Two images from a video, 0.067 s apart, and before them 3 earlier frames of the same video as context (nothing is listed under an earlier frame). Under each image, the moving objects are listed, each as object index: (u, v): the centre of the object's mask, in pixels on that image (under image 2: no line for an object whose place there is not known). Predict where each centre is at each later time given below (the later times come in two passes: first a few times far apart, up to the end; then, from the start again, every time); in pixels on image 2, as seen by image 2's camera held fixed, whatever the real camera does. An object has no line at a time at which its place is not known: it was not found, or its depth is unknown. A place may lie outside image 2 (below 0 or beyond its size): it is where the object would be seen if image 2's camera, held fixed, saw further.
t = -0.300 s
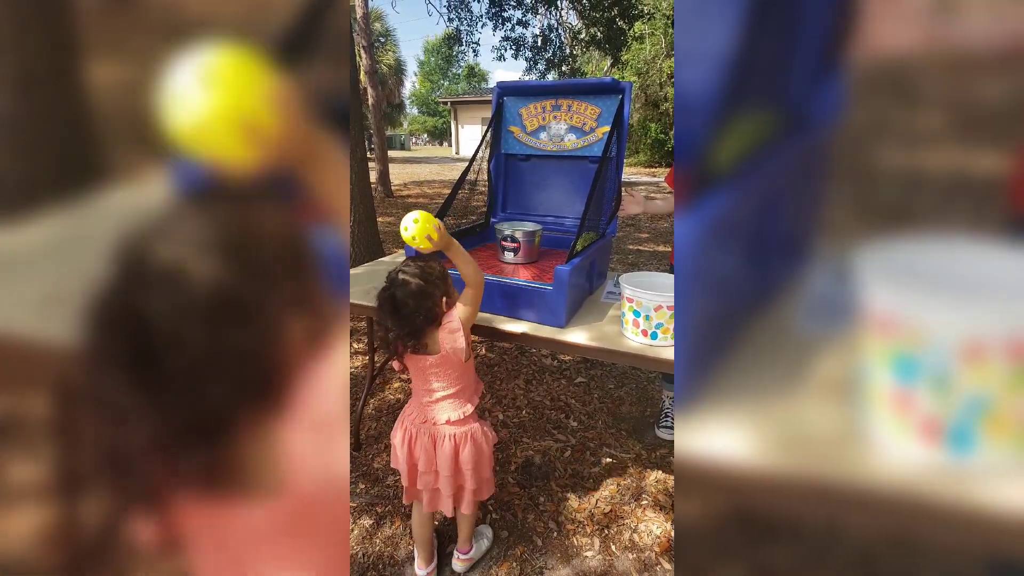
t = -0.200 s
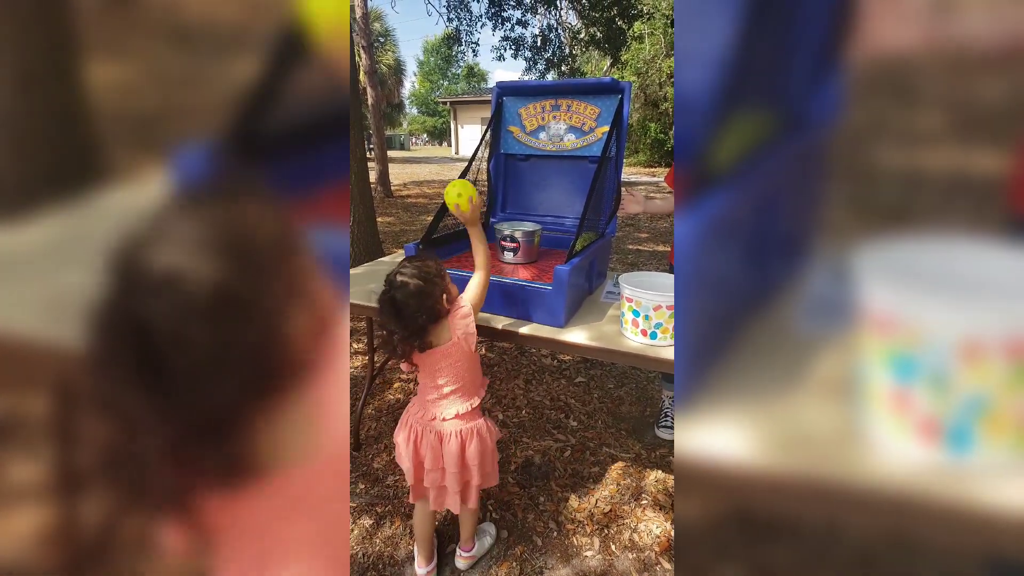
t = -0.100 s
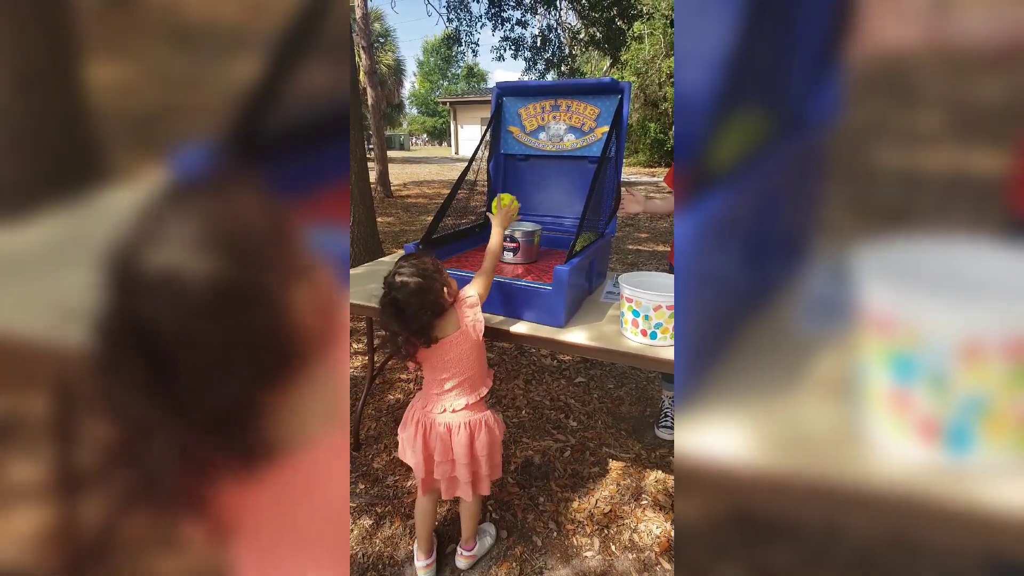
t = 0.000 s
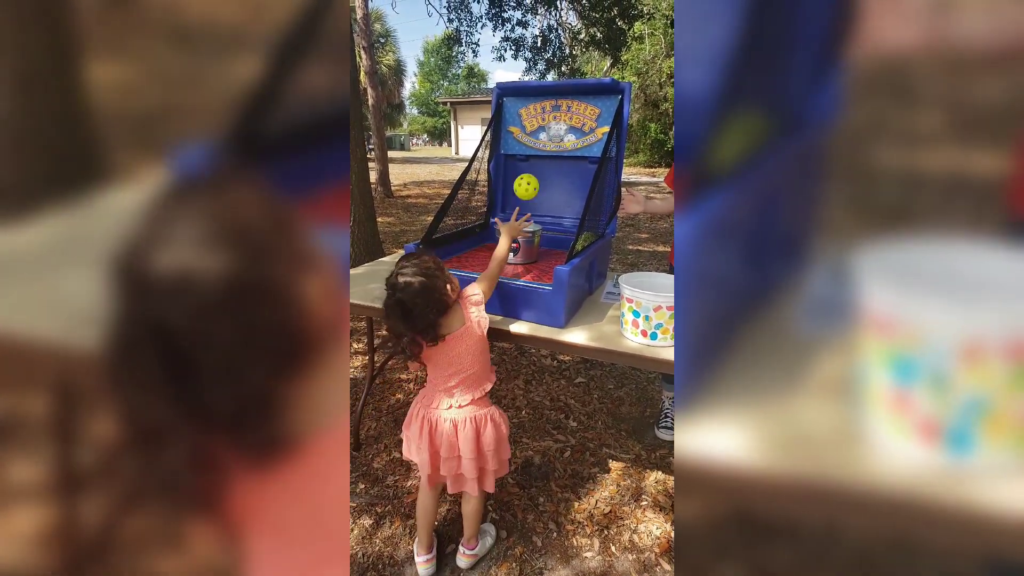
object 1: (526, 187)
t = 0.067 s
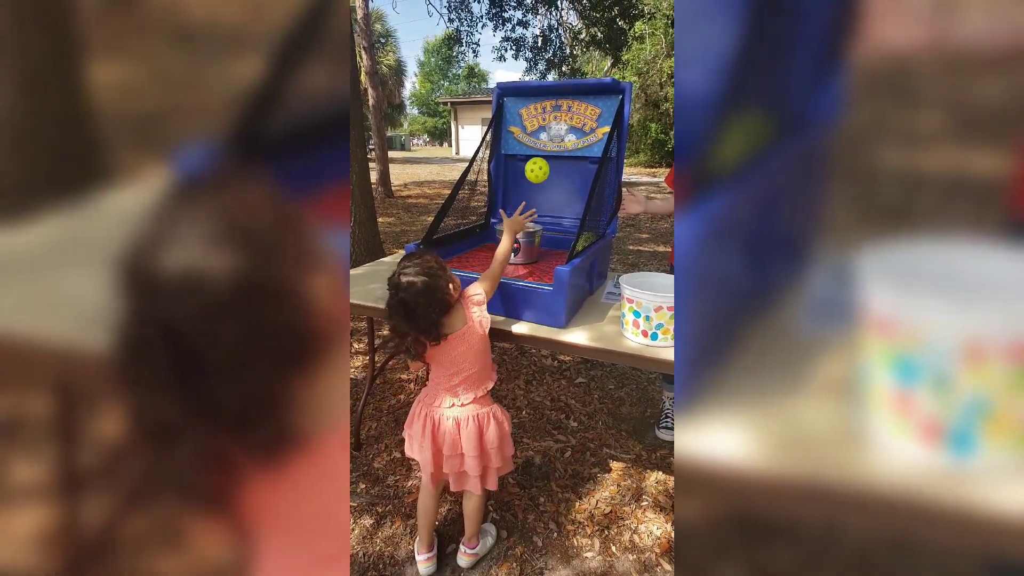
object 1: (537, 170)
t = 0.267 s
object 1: (562, 192)
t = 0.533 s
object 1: (579, 199)
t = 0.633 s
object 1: (581, 204)
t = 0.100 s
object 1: (542, 167)
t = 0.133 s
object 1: (546, 167)
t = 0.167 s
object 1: (550, 169)
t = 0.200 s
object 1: (555, 174)
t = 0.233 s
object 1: (559, 182)
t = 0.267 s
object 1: (562, 192)
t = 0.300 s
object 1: (565, 205)
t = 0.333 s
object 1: (568, 206)
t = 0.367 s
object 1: (570, 198)
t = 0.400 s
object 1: (573, 194)
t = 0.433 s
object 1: (575, 191)
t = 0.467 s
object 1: (577, 191)
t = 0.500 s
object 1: (578, 194)
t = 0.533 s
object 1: (579, 199)
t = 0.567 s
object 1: (579, 207)
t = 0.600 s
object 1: (580, 206)
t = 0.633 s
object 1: (581, 204)
